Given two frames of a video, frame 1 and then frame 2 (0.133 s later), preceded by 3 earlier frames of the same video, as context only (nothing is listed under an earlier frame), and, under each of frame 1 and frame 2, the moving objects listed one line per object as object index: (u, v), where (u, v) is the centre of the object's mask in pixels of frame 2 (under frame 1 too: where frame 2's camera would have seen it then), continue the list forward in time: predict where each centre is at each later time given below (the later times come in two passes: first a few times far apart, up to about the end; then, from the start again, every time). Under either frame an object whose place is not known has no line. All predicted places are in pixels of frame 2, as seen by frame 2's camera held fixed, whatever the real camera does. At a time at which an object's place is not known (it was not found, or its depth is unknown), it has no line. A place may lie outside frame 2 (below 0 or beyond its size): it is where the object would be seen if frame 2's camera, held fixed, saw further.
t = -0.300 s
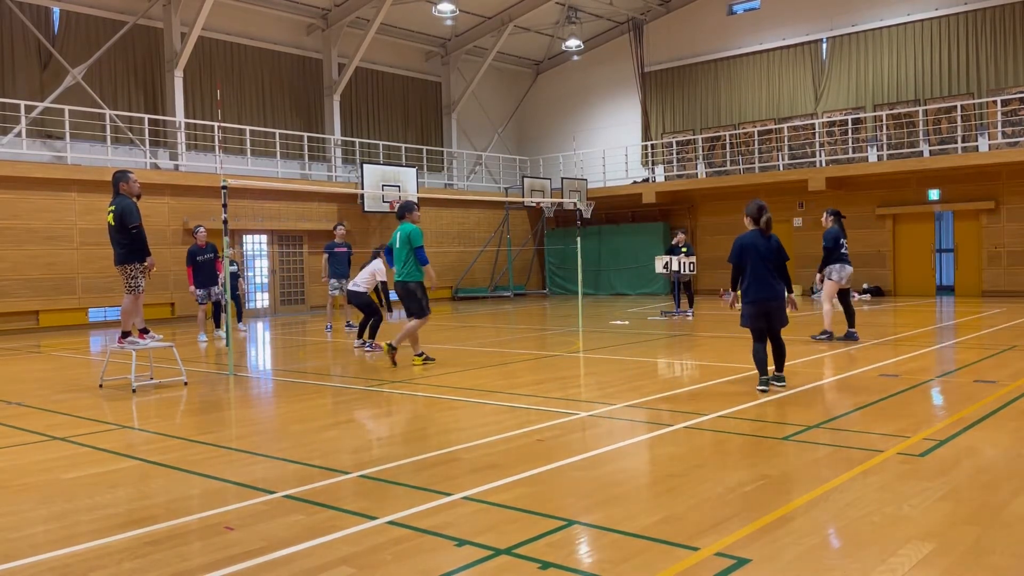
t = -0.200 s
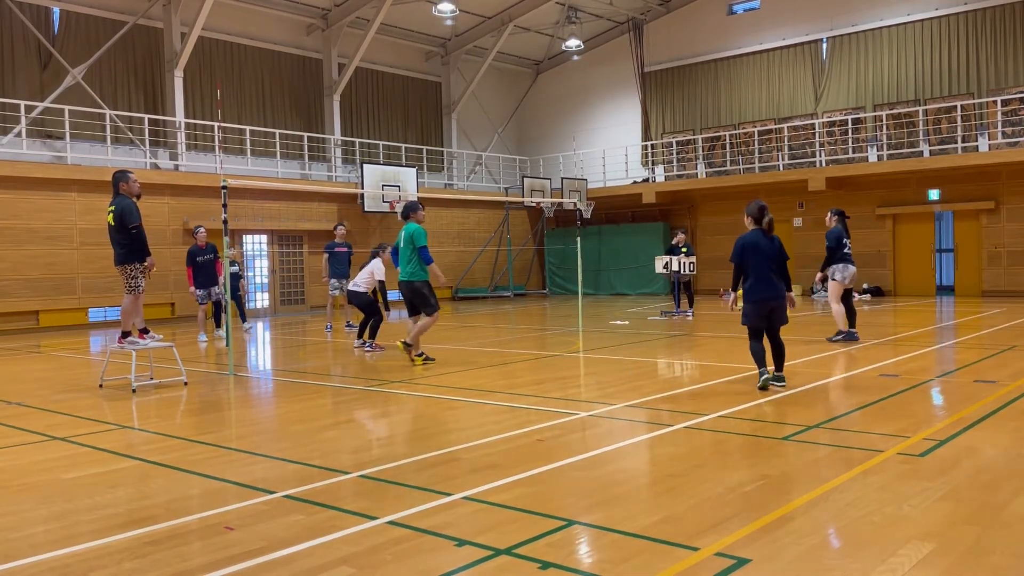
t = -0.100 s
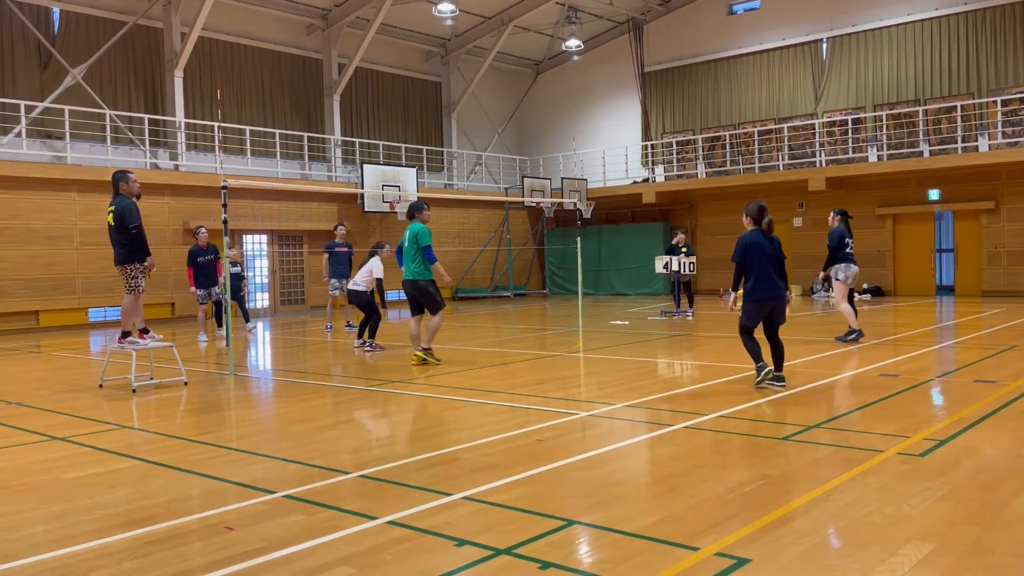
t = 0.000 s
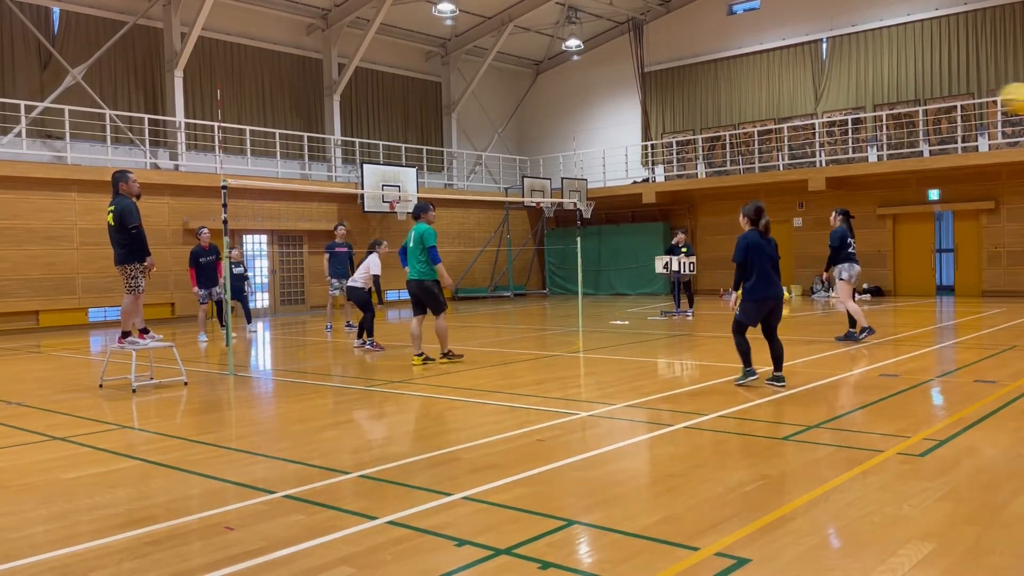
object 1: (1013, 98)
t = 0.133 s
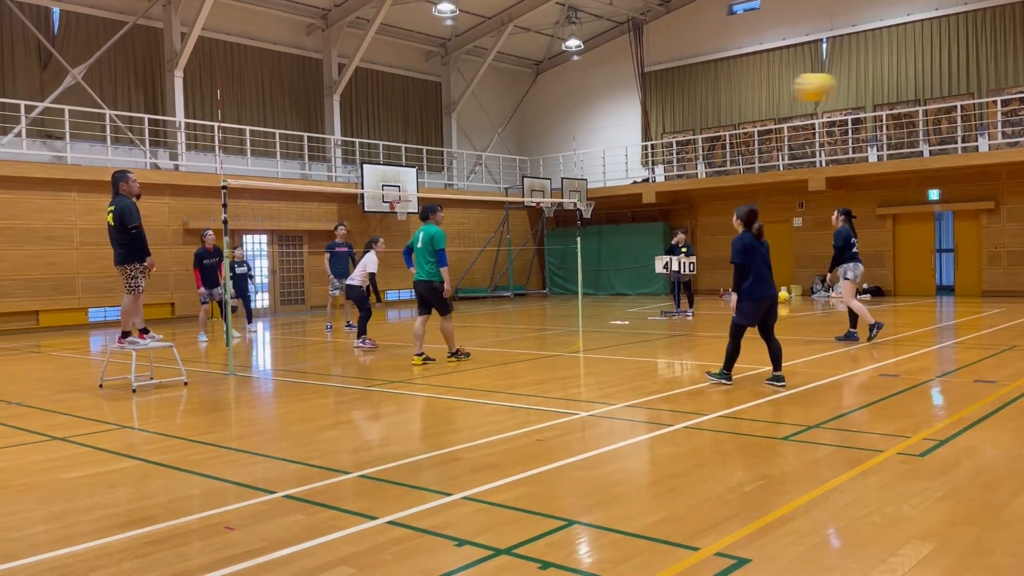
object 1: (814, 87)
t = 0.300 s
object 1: (630, 93)
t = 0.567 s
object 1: (440, 137)
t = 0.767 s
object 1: (349, 182)
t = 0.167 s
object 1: (771, 87)
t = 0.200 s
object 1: (731, 87)
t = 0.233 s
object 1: (694, 89)
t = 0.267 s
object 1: (660, 91)
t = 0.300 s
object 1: (630, 93)
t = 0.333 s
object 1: (599, 97)
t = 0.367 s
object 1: (572, 101)
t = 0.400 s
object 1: (546, 107)
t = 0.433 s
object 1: (523, 112)
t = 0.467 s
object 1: (500, 117)
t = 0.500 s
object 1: (479, 124)
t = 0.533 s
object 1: (459, 130)
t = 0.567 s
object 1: (440, 137)
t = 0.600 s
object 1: (422, 144)
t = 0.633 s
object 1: (406, 152)
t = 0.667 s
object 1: (391, 158)
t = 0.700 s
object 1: (377, 167)
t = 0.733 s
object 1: (362, 175)
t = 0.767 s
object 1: (349, 182)
